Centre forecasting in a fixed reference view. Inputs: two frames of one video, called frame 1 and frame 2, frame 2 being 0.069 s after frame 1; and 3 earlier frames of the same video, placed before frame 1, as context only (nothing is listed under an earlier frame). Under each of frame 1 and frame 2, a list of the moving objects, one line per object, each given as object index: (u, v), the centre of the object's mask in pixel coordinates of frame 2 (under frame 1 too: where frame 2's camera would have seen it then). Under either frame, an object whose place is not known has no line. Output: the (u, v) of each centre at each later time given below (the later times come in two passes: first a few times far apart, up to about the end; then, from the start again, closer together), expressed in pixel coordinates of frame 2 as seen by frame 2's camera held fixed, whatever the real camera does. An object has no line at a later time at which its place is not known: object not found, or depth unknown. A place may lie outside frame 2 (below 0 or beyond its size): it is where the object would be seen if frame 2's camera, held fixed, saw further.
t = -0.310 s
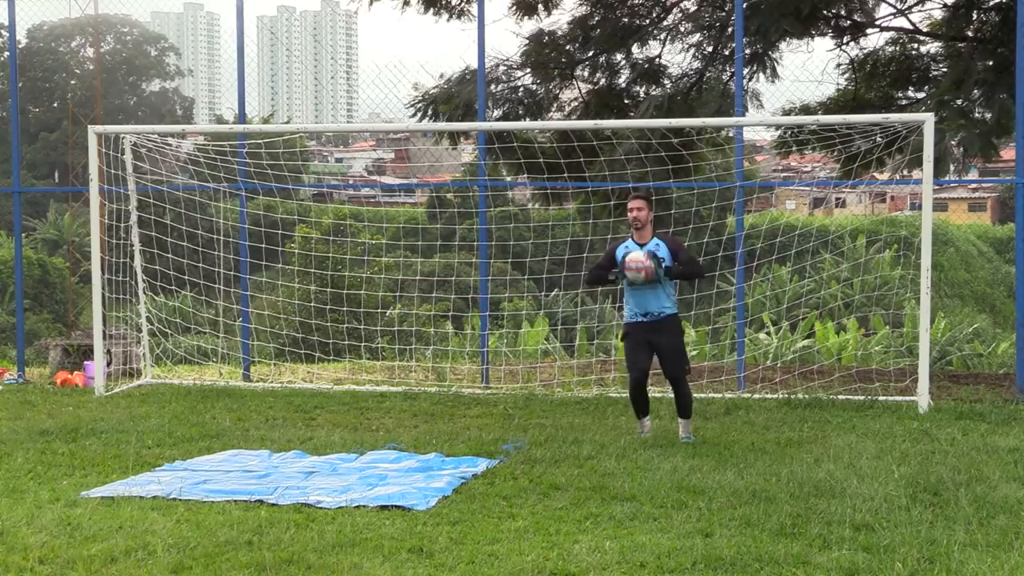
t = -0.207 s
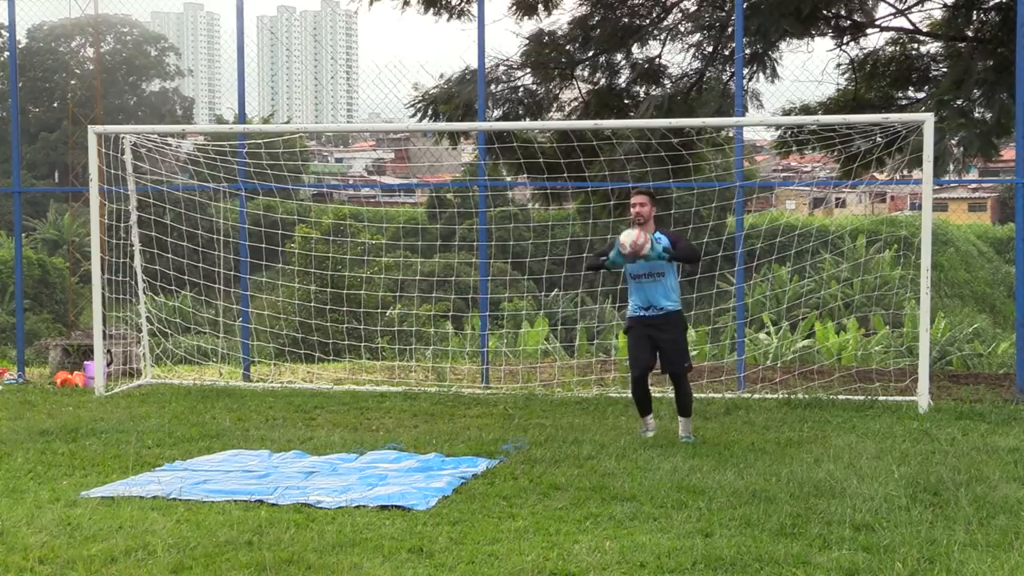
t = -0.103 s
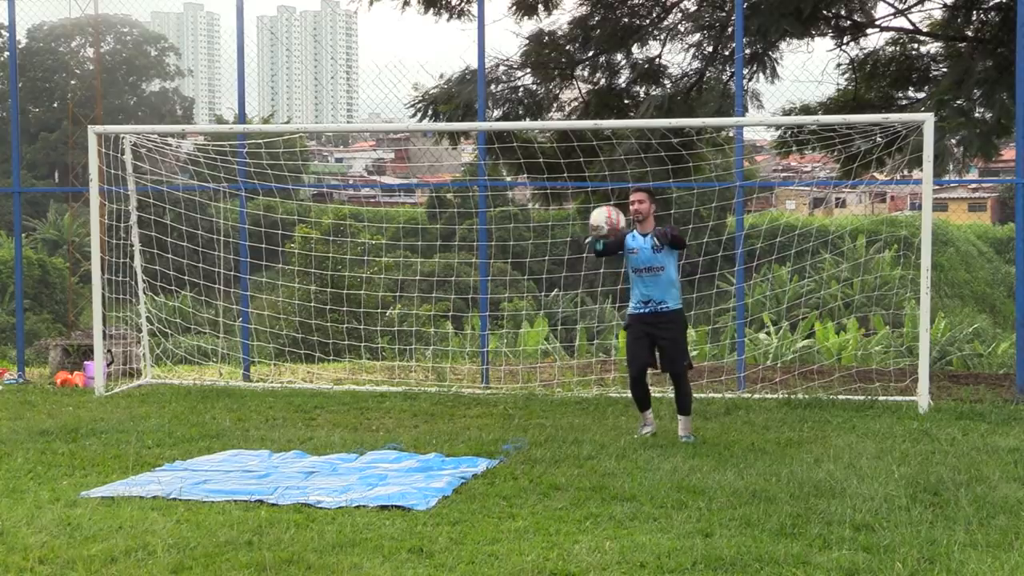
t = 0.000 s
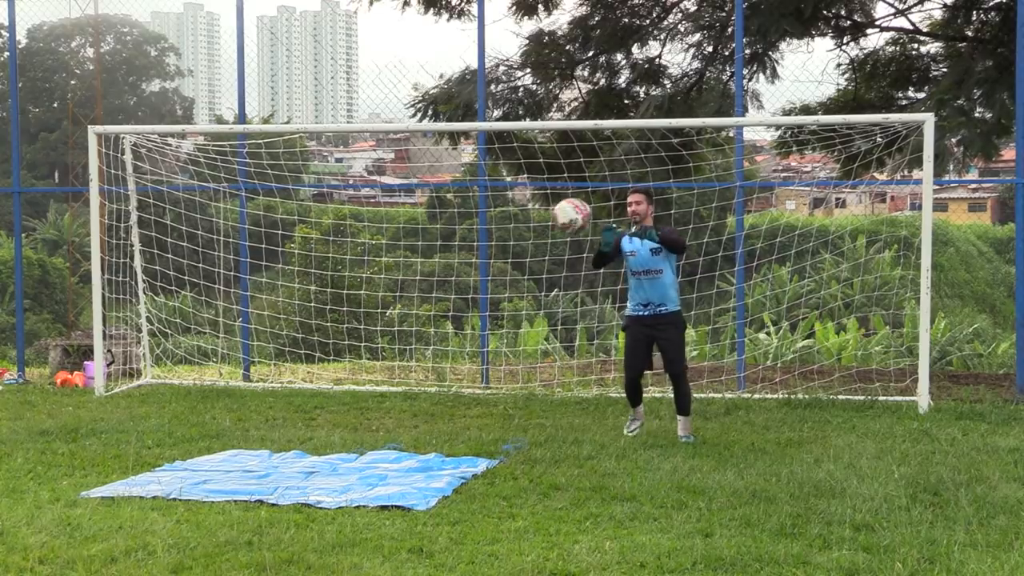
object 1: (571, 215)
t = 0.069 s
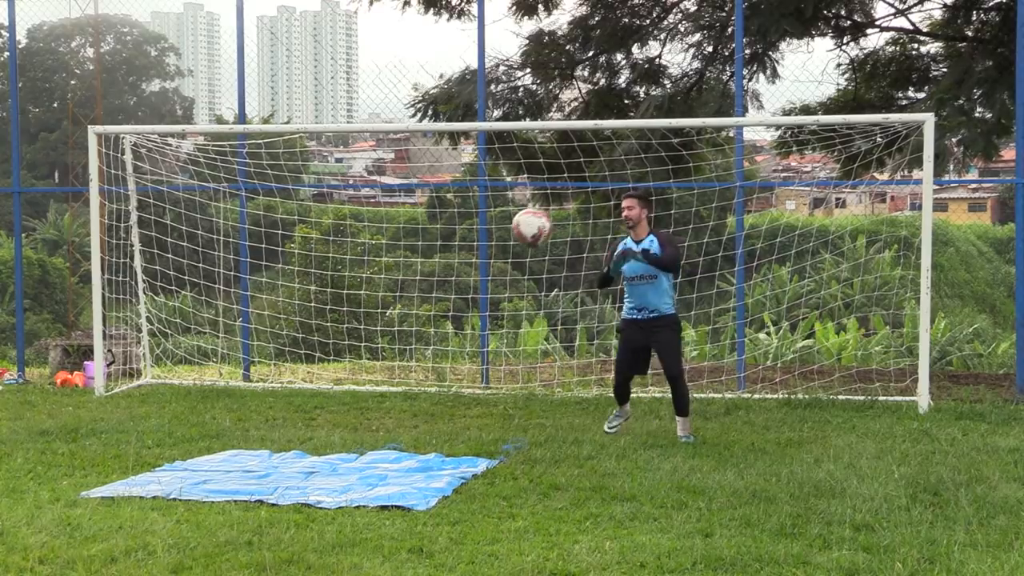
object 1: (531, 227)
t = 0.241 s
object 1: (454, 298)
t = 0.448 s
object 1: (328, 513)
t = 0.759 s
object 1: (125, 481)
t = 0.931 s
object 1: (14, 479)
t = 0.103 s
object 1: (517, 235)
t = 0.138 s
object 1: (502, 246)
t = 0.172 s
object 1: (487, 260)
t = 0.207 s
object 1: (471, 277)
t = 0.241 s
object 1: (454, 298)
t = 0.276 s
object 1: (436, 322)
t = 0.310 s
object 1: (417, 350)
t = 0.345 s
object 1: (397, 383)
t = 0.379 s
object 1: (375, 421)
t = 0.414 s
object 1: (353, 462)
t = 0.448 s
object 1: (328, 513)
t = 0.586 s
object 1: (235, 554)
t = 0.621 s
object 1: (215, 540)
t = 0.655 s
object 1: (195, 523)
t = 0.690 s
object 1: (173, 506)
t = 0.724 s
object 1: (150, 492)
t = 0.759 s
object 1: (125, 481)
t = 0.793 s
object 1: (101, 475)
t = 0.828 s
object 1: (75, 472)
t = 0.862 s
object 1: (50, 471)
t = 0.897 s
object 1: (28, 473)
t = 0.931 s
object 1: (14, 479)
